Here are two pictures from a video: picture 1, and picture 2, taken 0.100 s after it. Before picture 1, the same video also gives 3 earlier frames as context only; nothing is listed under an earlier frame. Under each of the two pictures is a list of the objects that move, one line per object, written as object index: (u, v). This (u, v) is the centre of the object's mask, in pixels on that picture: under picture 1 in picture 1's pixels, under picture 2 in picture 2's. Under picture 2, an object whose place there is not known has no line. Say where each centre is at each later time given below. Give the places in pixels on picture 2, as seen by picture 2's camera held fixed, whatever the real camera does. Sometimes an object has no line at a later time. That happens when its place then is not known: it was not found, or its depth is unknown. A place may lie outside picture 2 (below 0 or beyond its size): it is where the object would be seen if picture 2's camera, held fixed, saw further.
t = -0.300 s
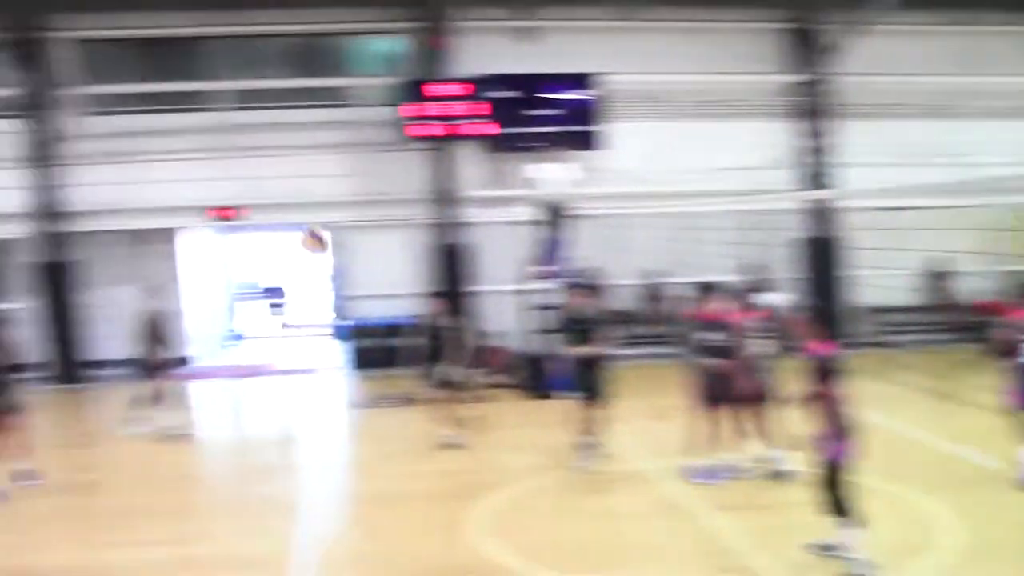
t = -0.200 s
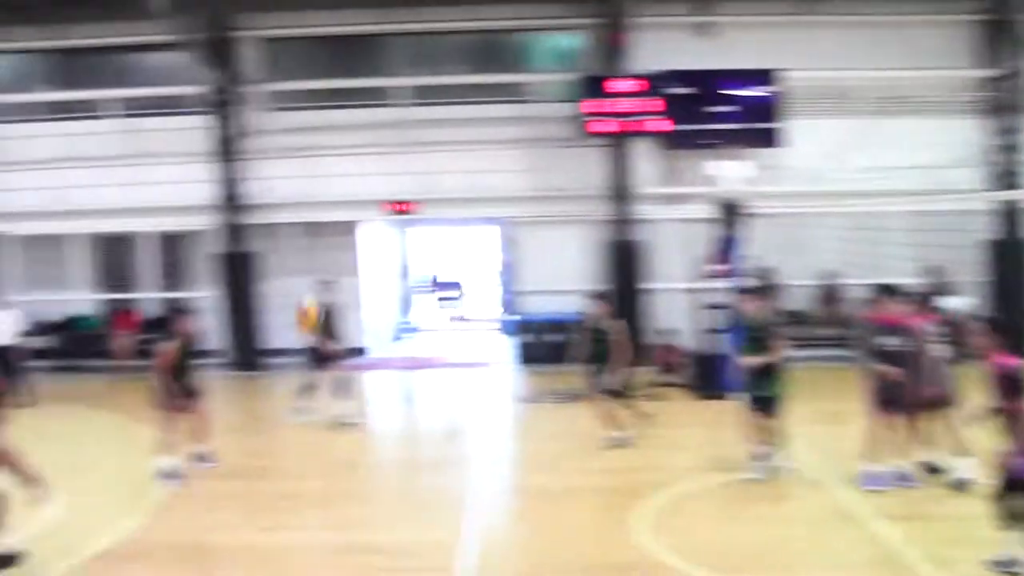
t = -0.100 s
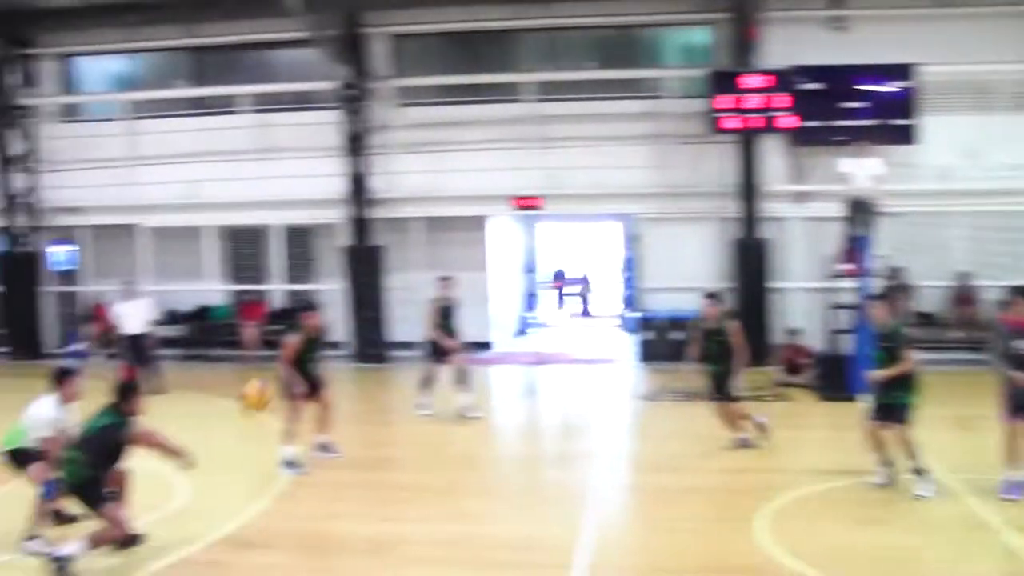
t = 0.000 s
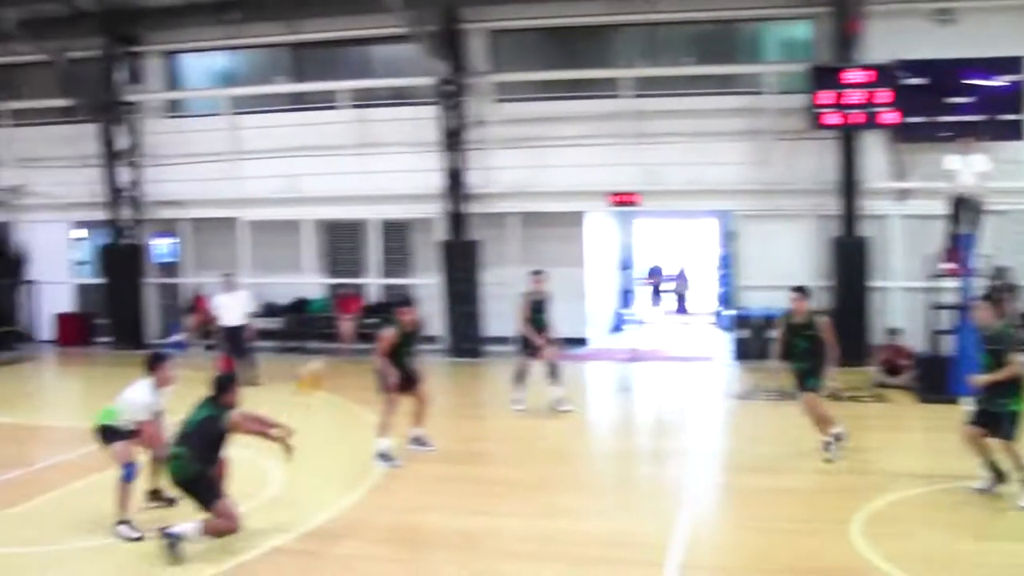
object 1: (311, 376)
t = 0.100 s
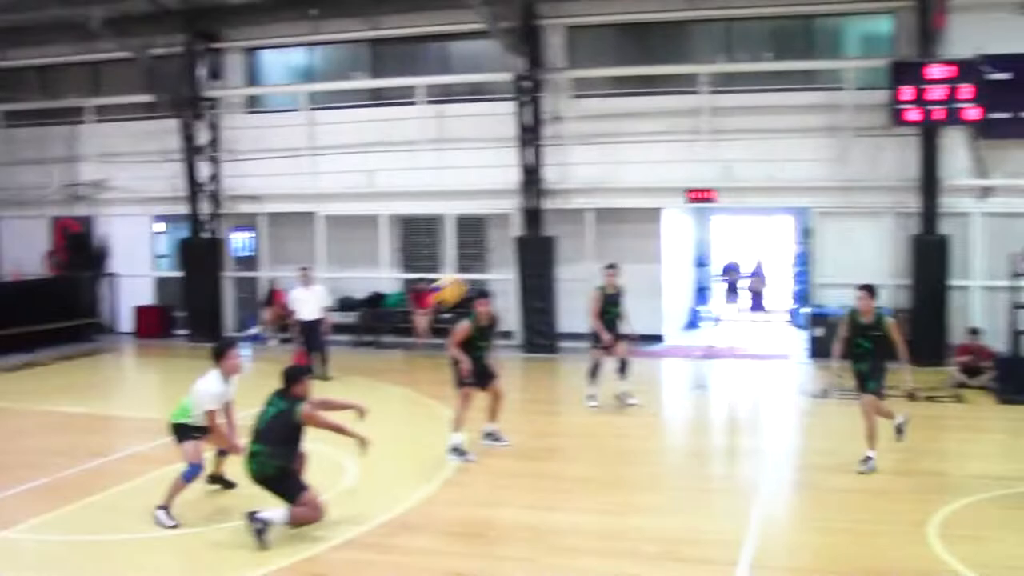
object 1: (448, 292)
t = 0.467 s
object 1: (669, 107)
